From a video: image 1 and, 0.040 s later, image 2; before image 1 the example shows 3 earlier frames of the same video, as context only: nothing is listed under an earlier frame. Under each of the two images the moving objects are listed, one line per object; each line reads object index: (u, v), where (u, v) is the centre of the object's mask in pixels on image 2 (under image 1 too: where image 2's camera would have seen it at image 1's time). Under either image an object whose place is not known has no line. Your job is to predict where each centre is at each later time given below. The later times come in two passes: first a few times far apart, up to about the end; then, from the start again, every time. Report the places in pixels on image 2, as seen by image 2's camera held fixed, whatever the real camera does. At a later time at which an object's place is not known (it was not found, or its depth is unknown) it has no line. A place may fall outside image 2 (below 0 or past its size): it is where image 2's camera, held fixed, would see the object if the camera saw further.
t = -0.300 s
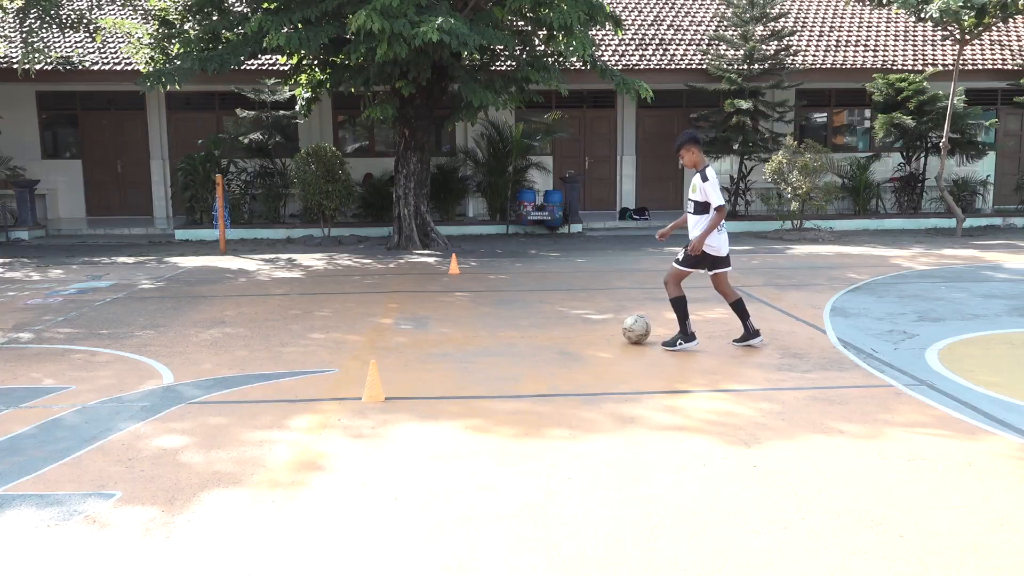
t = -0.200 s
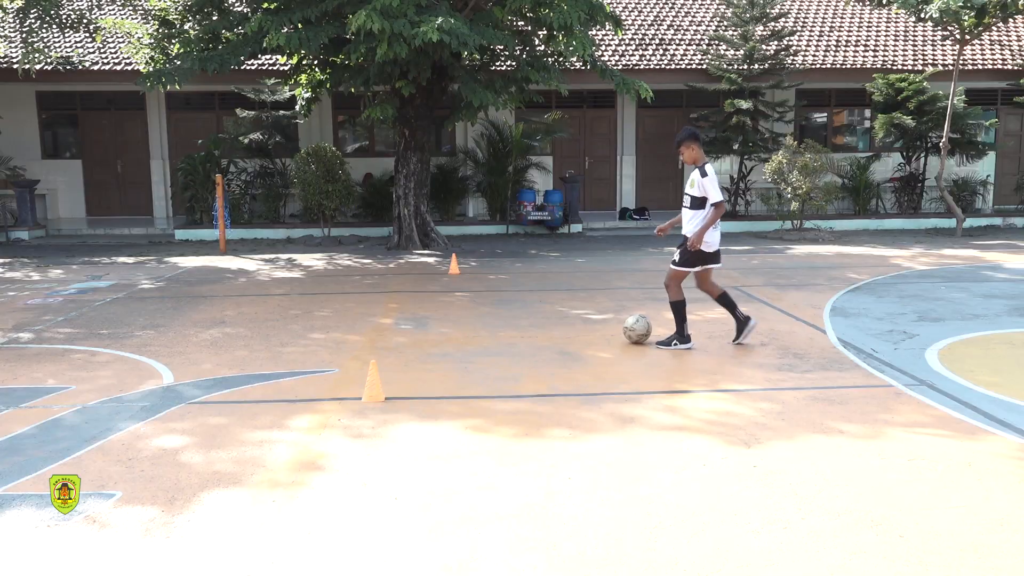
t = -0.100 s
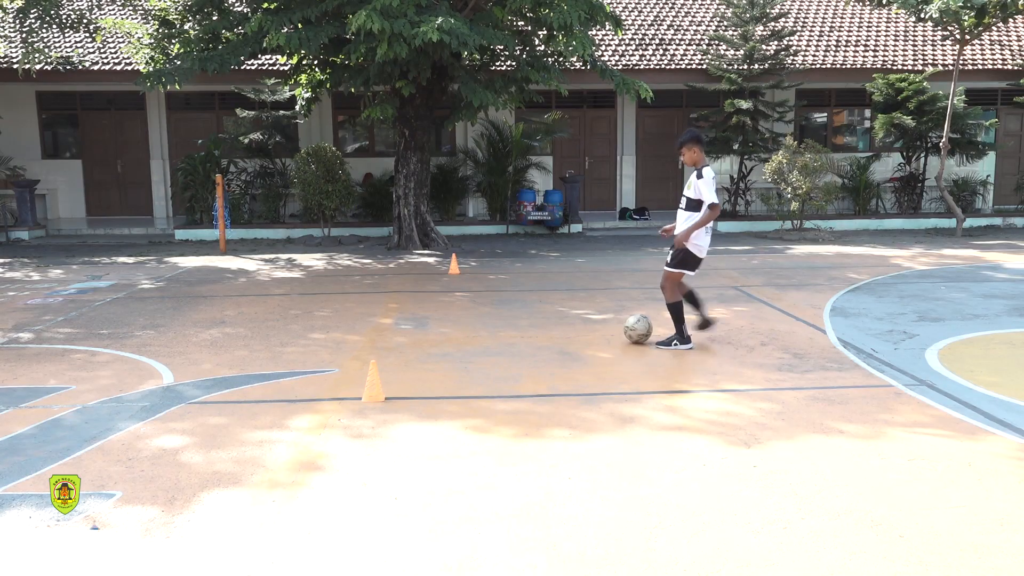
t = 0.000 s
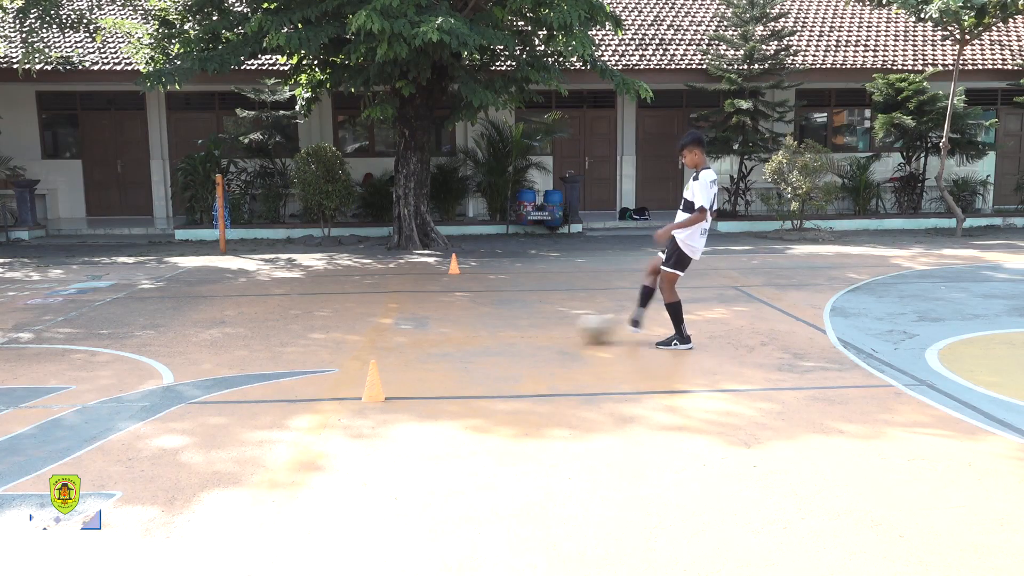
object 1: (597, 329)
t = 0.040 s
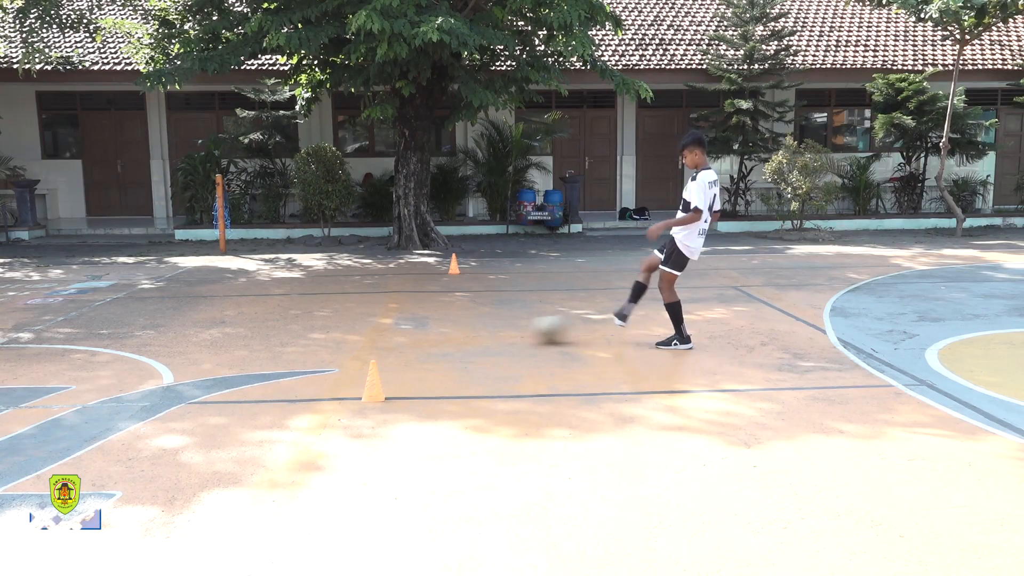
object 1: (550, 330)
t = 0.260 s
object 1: (325, 329)
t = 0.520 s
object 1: (124, 331)
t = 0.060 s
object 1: (527, 331)
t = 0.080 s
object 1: (505, 331)
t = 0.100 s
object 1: (483, 330)
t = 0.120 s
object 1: (461, 329)
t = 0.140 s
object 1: (440, 329)
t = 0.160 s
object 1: (420, 329)
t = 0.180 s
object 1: (400, 330)
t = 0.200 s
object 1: (381, 329)
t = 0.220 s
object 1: (360, 329)
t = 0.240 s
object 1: (341, 330)
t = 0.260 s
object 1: (325, 329)
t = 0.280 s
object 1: (306, 330)
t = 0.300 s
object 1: (289, 330)
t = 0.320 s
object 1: (271, 330)
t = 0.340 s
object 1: (255, 330)
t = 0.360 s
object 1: (238, 330)
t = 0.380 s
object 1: (222, 330)
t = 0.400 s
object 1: (206, 330)
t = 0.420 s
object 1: (192, 330)
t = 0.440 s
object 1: (179, 328)
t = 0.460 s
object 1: (165, 328)
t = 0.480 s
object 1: (153, 328)
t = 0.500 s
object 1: (139, 328)
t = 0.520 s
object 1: (124, 331)
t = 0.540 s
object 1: (110, 332)
